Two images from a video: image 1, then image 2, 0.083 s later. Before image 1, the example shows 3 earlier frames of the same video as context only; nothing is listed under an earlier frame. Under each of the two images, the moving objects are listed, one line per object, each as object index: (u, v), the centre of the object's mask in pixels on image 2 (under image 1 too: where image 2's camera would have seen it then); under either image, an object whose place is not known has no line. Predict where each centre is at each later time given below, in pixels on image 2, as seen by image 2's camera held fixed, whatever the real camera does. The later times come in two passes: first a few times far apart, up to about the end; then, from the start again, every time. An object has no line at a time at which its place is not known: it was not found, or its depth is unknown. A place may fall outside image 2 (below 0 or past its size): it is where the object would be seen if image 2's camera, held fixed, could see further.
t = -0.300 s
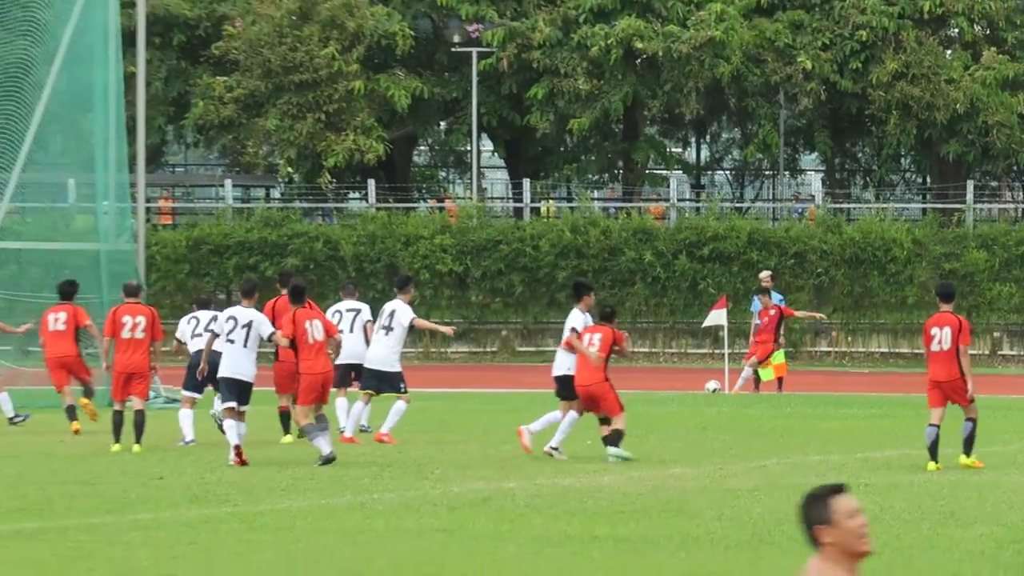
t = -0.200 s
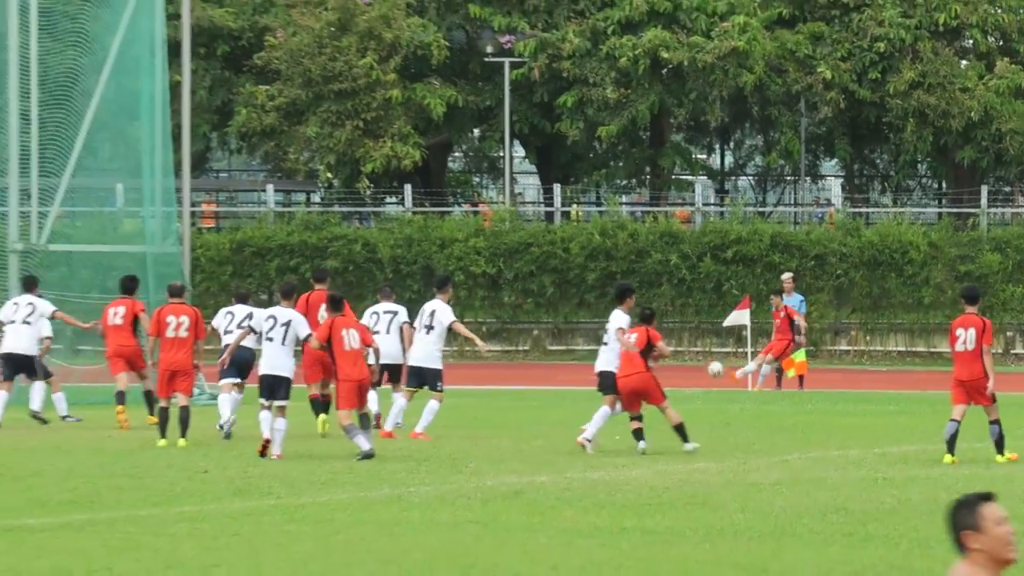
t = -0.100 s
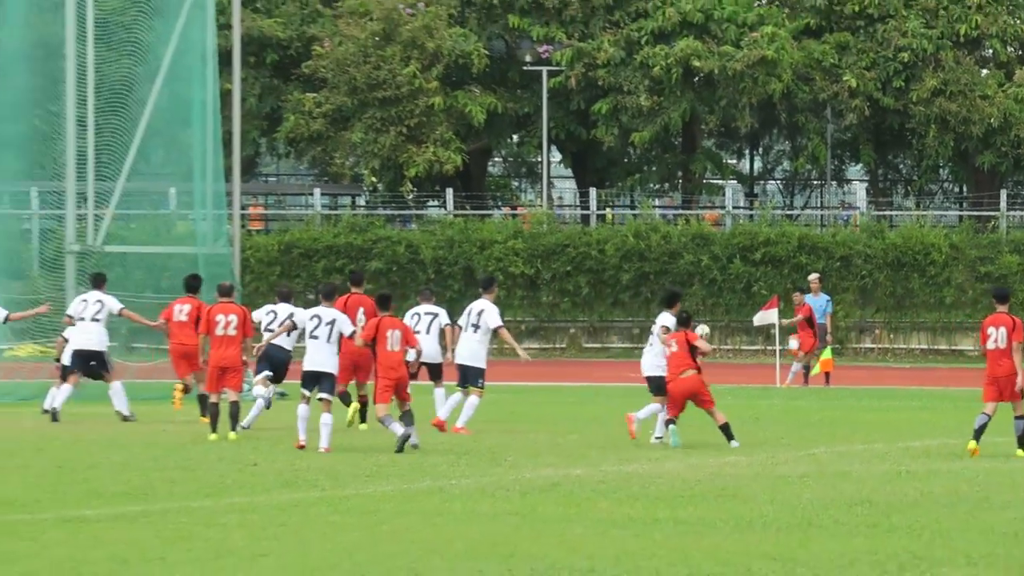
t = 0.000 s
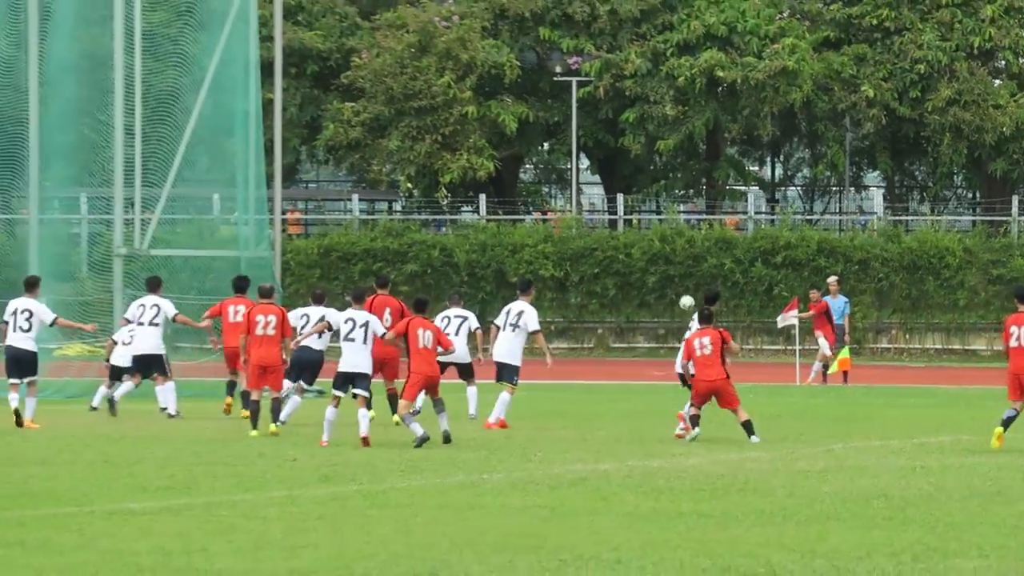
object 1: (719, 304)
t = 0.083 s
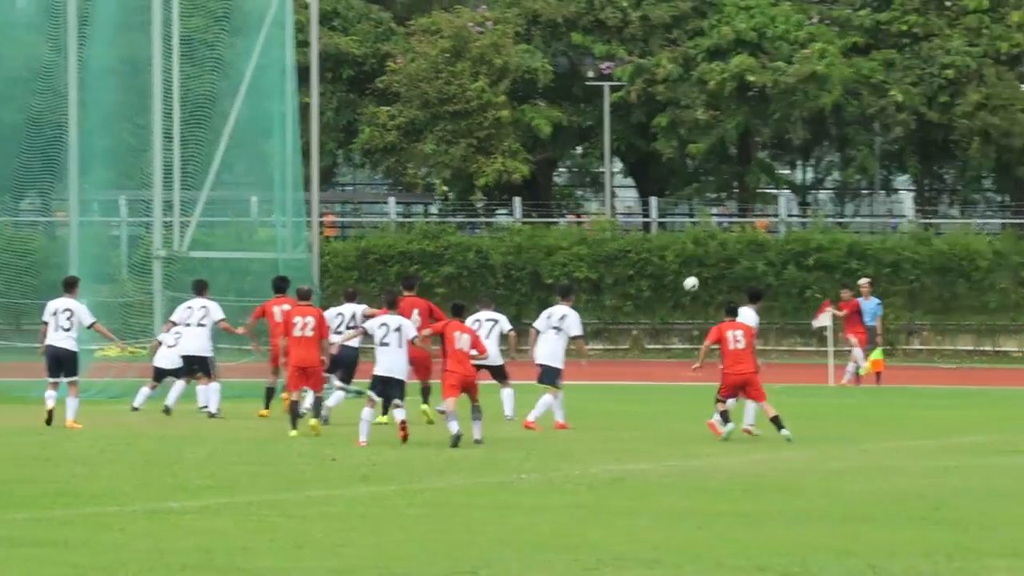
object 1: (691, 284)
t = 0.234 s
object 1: (646, 253)
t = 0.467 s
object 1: (589, 231)
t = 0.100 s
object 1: (686, 280)
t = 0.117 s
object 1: (680, 276)
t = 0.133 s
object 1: (675, 272)
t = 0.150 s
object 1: (669, 269)
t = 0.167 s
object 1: (664, 266)
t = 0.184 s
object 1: (660, 262)
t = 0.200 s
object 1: (655, 259)
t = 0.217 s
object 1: (650, 257)
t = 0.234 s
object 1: (646, 253)
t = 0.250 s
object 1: (640, 251)
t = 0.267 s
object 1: (636, 248)
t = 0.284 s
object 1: (631, 246)
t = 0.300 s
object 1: (627, 244)
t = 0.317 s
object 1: (623, 242)
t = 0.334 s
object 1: (619, 240)
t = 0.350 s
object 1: (615, 238)
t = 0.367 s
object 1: (611, 237)
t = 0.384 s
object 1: (607, 235)
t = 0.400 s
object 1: (603, 234)
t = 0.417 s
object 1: (600, 233)
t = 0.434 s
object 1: (596, 232)
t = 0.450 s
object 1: (592, 232)
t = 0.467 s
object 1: (589, 231)
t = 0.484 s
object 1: (586, 230)
